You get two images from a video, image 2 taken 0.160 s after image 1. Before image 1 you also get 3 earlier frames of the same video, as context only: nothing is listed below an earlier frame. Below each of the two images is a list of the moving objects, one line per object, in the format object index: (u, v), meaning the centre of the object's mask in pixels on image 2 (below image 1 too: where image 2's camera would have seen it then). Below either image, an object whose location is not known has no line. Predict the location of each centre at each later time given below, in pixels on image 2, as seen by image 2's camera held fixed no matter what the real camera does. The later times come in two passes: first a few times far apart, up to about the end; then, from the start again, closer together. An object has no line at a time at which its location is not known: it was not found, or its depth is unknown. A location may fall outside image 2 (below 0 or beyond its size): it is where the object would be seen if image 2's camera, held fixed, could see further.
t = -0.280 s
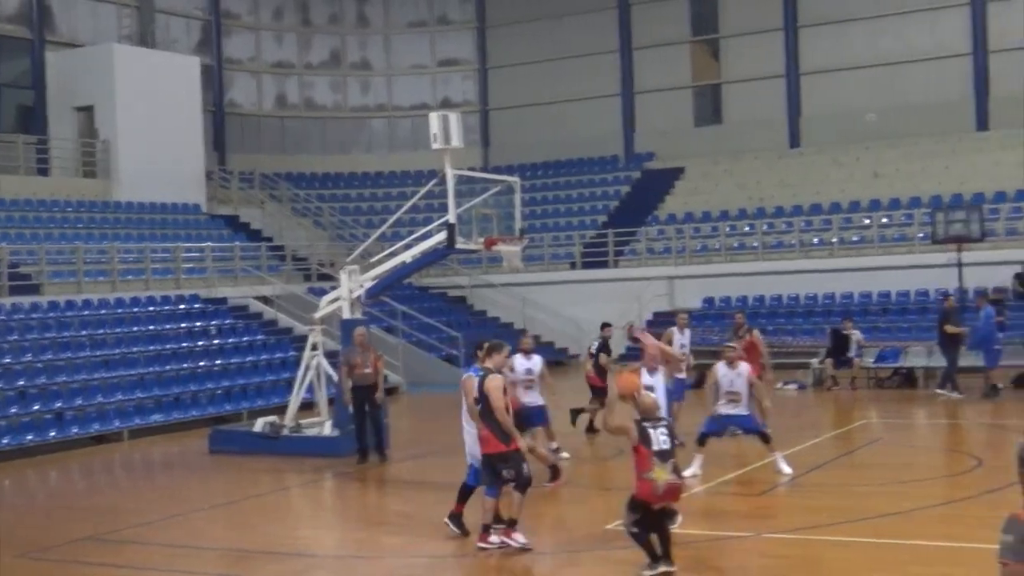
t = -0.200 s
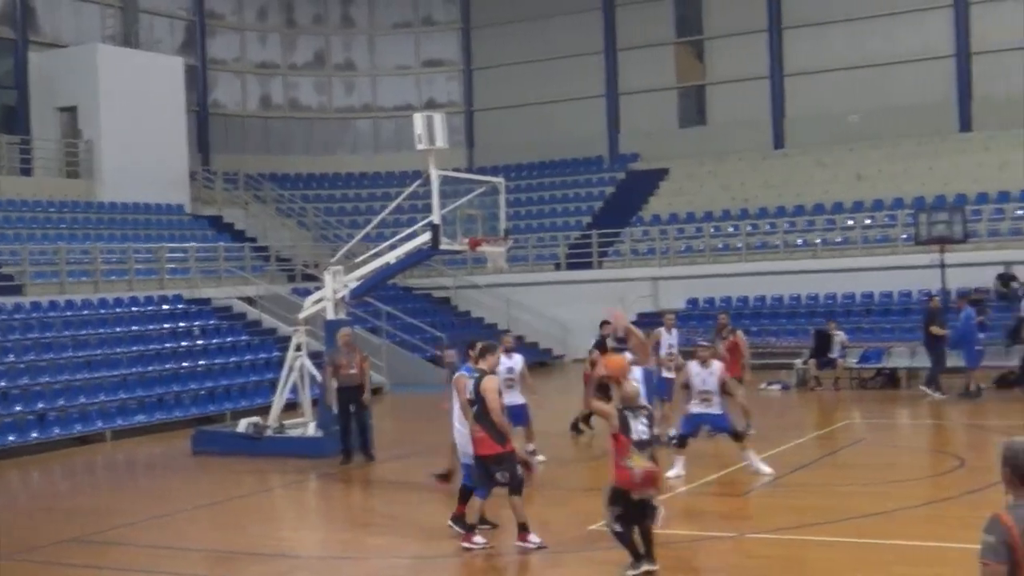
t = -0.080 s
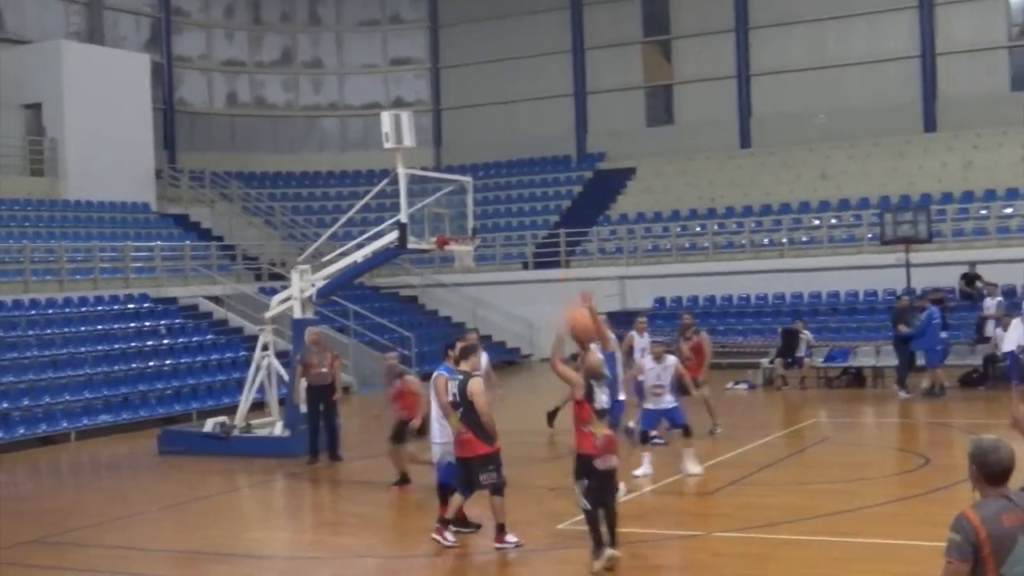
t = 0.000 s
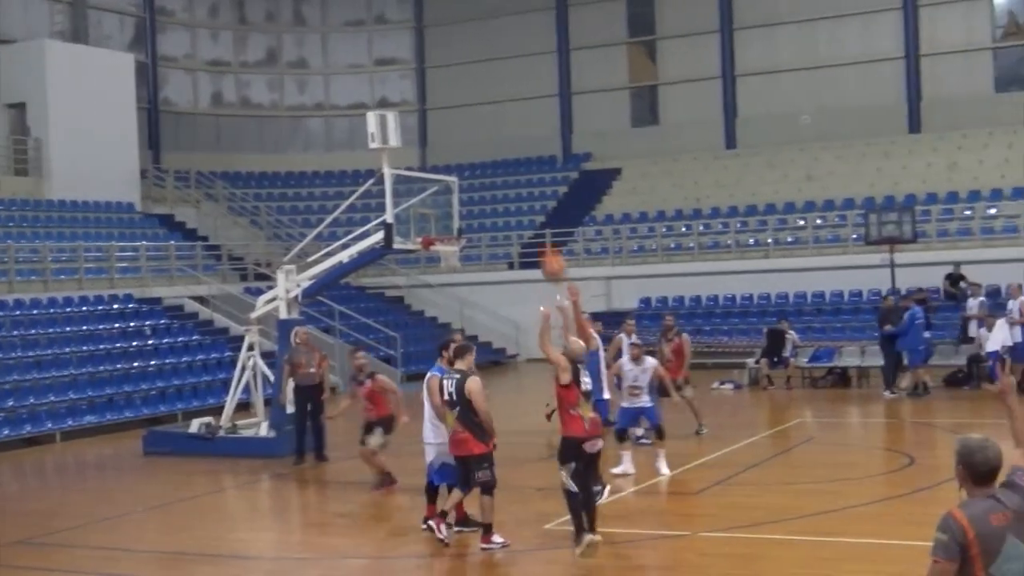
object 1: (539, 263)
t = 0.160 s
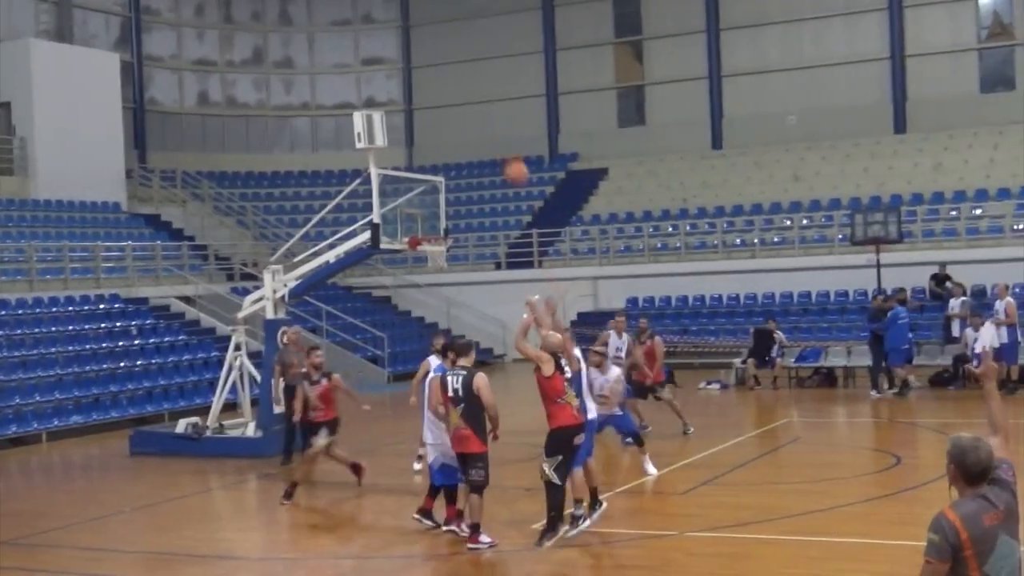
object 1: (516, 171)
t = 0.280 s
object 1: (499, 127)
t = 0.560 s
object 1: (469, 87)
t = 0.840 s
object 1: (448, 114)
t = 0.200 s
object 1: (511, 153)
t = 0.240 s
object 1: (504, 140)
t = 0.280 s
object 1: (499, 127)
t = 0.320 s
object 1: (494, 116)
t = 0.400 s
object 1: (485, 99)
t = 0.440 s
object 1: (481, 94)
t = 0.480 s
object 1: (476, 90)
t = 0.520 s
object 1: (473, 88)
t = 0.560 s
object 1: (469, 87)
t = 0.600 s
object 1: (466, 87)
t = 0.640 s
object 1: (463, 88)
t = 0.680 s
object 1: (460, 91)
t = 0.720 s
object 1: (455, 95)
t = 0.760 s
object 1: (453, 99)
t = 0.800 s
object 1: (450, 106)
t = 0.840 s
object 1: (448, 114)
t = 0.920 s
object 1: (443, 132)
